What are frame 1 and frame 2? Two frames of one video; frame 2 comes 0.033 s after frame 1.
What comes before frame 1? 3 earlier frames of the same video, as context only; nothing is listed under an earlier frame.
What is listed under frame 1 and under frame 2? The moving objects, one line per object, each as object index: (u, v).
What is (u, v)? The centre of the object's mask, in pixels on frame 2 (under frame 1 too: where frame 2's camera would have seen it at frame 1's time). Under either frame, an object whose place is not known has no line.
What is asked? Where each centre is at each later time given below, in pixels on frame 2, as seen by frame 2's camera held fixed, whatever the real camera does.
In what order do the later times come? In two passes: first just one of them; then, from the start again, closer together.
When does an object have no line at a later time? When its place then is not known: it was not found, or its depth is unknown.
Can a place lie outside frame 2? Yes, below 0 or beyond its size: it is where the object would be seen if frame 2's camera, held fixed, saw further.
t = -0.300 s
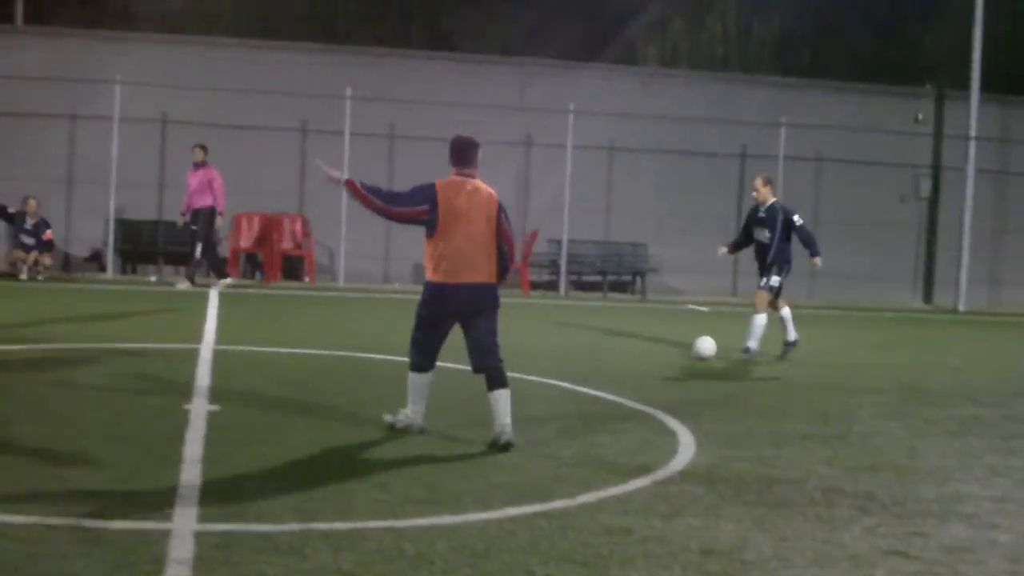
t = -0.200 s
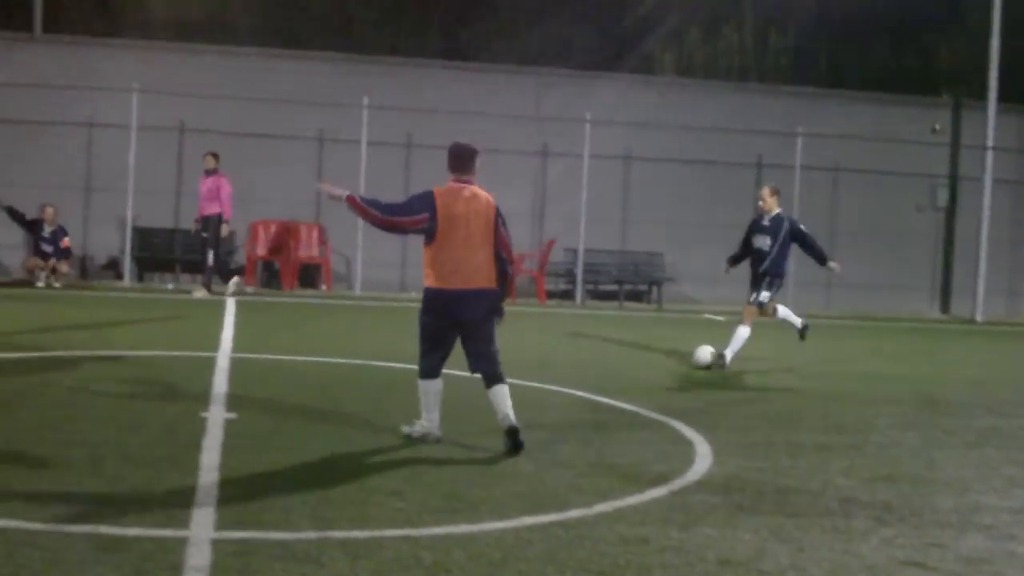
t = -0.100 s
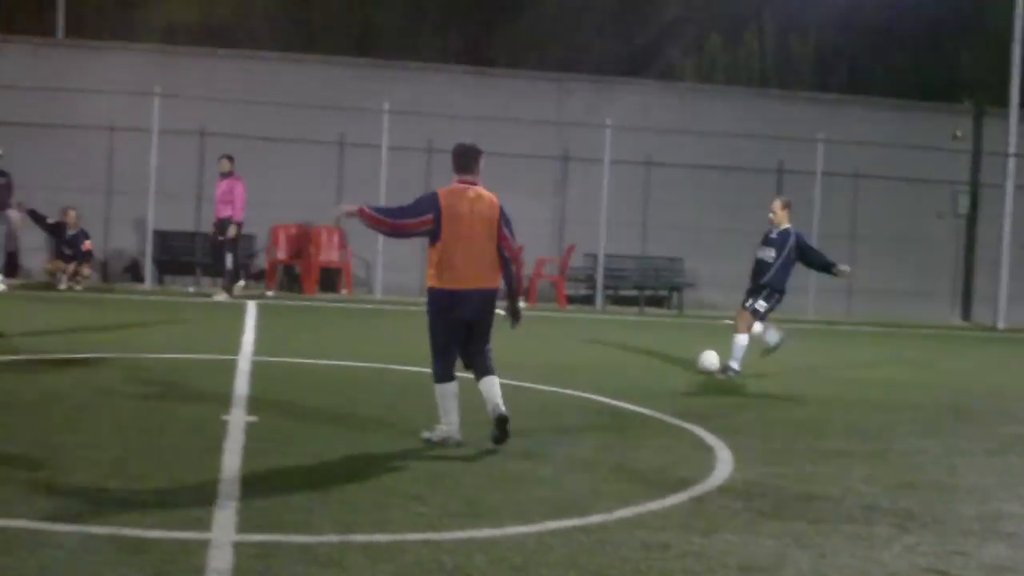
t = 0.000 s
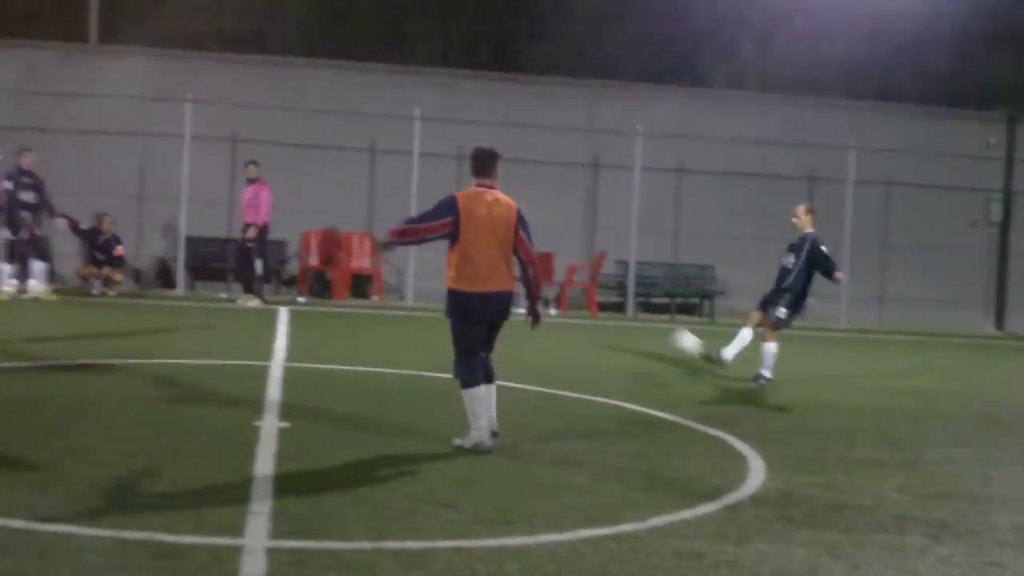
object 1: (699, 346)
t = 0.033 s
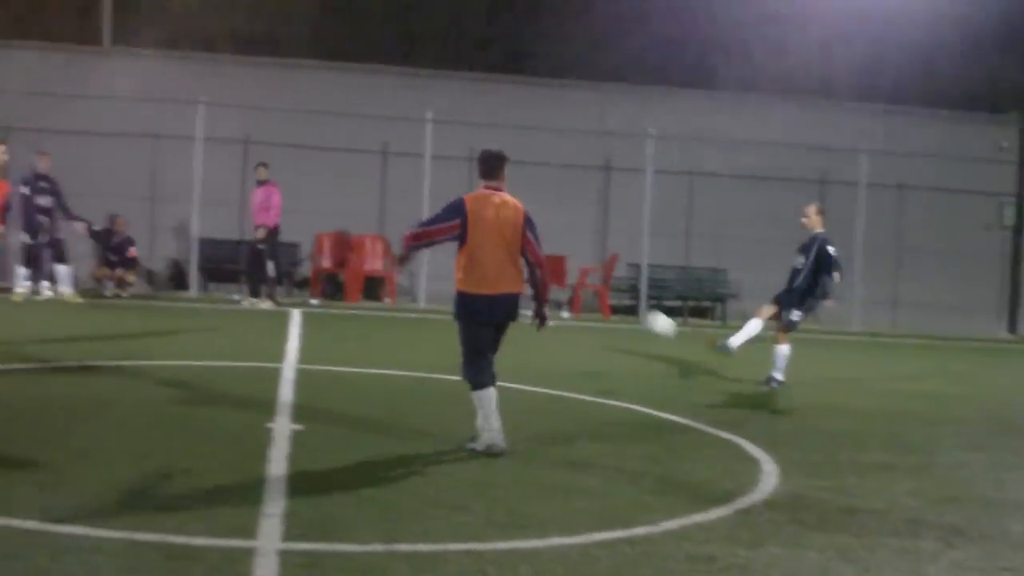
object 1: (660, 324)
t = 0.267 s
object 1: (334, 175)
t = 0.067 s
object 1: (619, 304)
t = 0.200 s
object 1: (430, 214)
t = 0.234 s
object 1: (388, 197)
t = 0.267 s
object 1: (334, 175)
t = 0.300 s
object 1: (278, 155)
